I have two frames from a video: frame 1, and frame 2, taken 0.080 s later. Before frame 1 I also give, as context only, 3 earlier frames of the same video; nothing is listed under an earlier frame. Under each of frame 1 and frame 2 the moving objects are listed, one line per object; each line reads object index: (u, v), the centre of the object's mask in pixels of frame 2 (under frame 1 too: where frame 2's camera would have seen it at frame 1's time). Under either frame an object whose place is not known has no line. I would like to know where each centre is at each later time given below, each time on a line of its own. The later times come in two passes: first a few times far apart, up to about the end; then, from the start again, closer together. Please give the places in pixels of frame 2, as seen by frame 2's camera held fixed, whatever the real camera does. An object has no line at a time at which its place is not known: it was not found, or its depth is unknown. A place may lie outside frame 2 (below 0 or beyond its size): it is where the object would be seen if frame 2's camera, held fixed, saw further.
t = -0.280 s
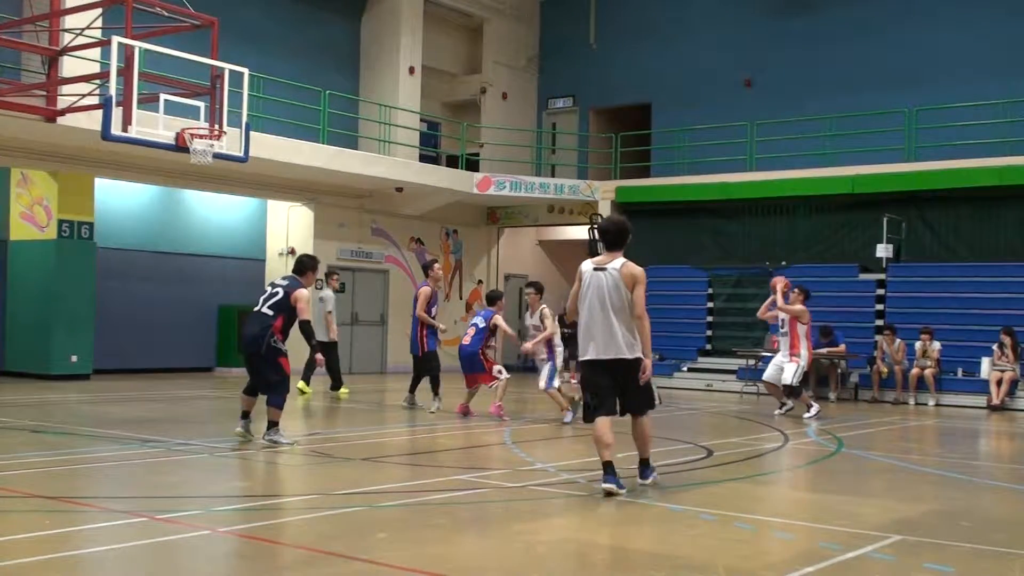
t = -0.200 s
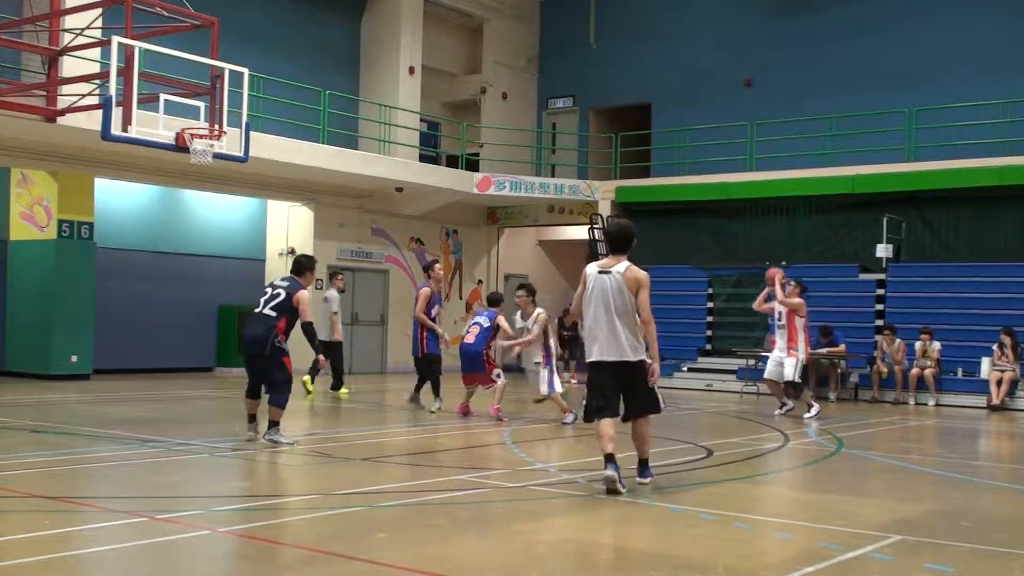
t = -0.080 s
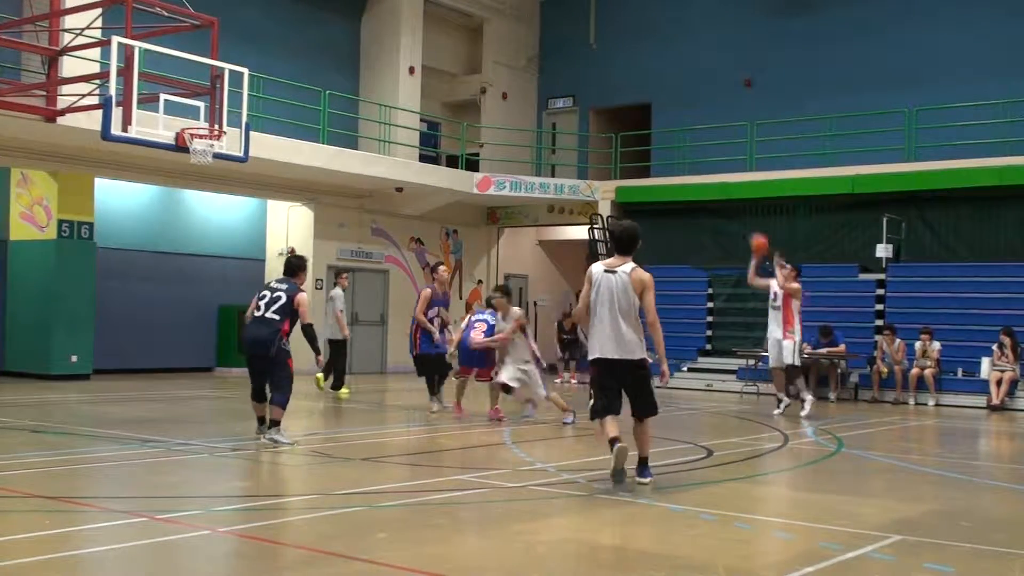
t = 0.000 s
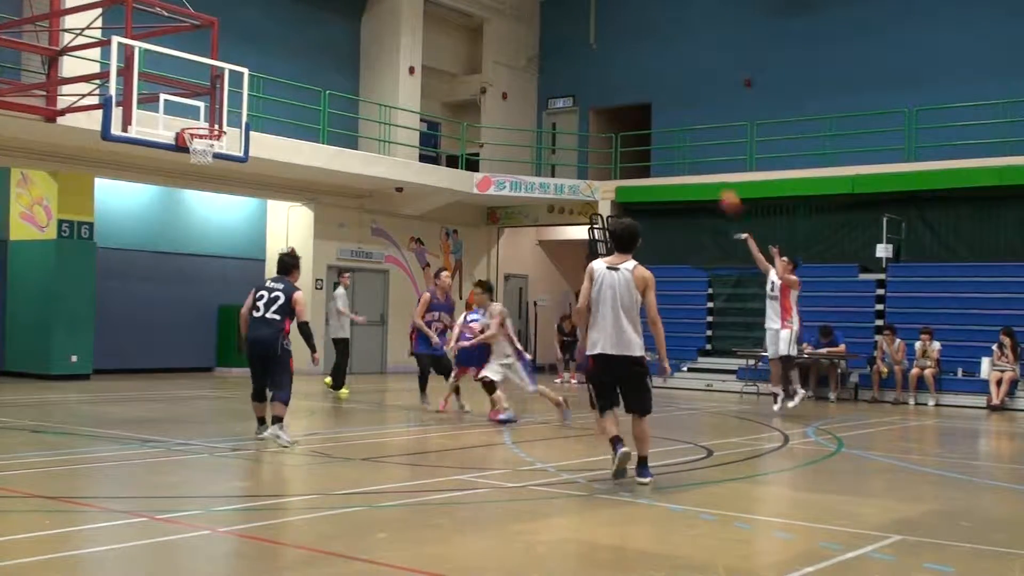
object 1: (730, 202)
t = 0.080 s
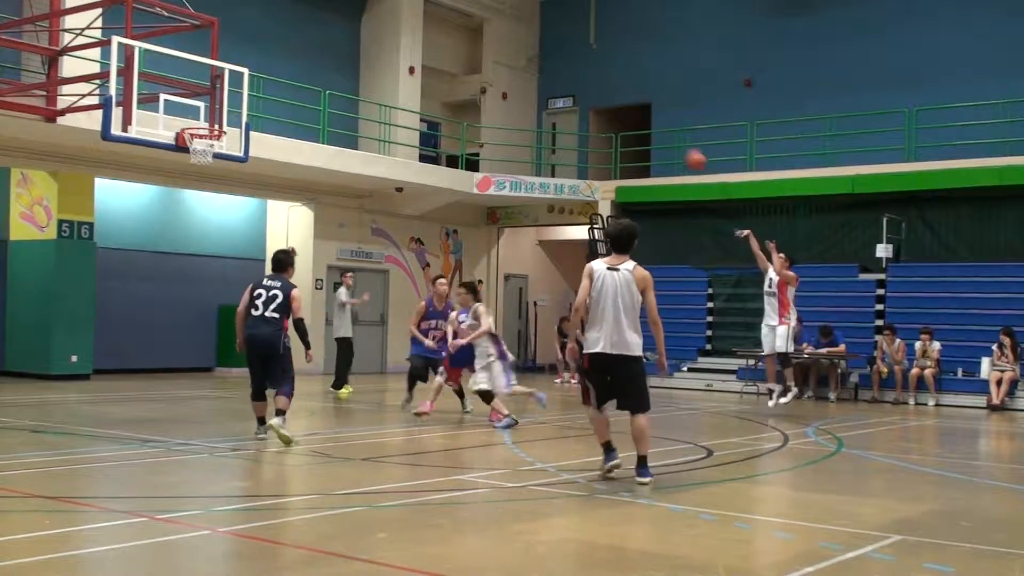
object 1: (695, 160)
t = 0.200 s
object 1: (643, 109)
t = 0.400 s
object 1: (555, 44)
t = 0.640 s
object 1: (444, 8)
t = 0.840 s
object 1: (346, 14)
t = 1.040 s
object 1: (244, 56)
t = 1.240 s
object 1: (143, 134)
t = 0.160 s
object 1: (662, 123)
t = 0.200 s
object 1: (643, 109)
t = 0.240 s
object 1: (626, 92)
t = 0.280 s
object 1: (608, 78)
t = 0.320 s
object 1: (591, 66)
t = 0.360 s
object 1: (574, 55)
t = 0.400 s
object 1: (555, 44)
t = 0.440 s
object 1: (538, 36)
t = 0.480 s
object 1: (520, 29)
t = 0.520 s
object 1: (499, 21)
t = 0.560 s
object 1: (483, 15)
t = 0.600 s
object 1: (463, 10)
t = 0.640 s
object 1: (444, 8)
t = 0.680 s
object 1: (425, 8)
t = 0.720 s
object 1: (404, 9)
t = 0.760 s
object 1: (385, 9)
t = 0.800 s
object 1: (365, 10)
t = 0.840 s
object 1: (346, 14)
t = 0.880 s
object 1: (327, 20)
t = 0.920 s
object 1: (306, 27)
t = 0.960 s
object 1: (285, 36)
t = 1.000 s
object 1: (265, 46)
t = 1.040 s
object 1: (244, 56)
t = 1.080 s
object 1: (222, 69)
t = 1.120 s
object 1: (203, 82)
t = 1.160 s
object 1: (181, 99)
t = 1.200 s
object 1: (159, 119)
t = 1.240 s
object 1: (143, 134)
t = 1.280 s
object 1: (146, 139)
